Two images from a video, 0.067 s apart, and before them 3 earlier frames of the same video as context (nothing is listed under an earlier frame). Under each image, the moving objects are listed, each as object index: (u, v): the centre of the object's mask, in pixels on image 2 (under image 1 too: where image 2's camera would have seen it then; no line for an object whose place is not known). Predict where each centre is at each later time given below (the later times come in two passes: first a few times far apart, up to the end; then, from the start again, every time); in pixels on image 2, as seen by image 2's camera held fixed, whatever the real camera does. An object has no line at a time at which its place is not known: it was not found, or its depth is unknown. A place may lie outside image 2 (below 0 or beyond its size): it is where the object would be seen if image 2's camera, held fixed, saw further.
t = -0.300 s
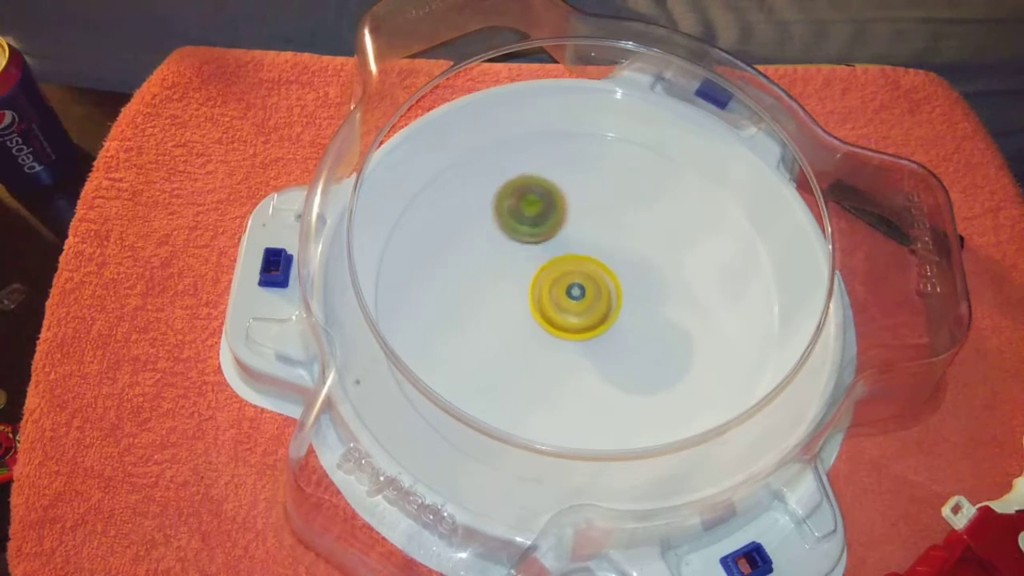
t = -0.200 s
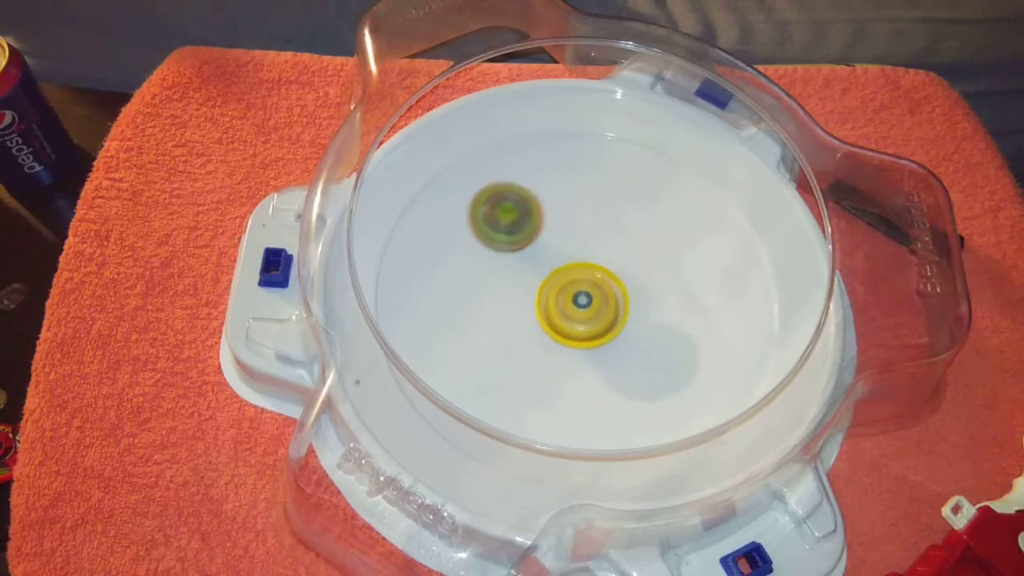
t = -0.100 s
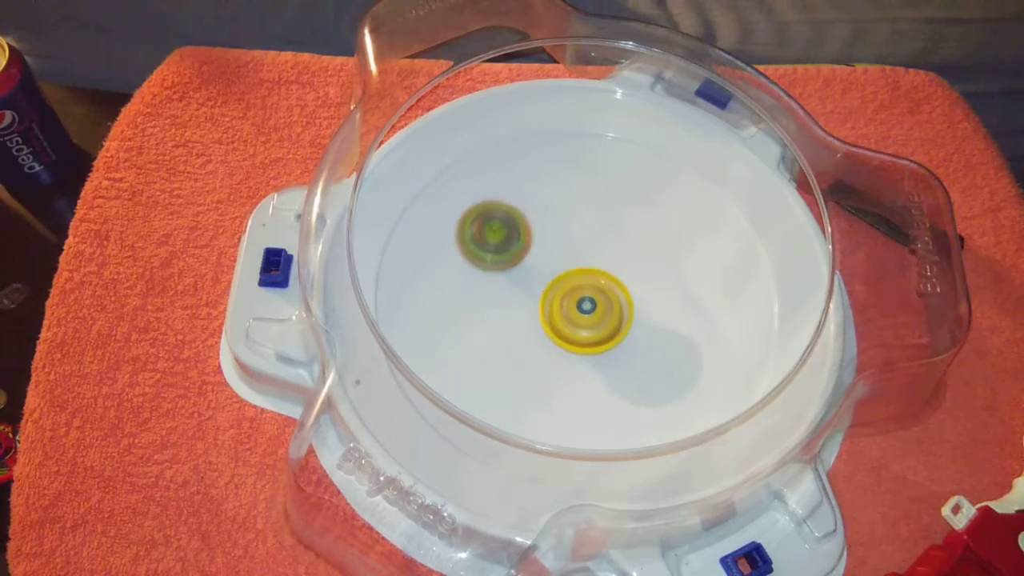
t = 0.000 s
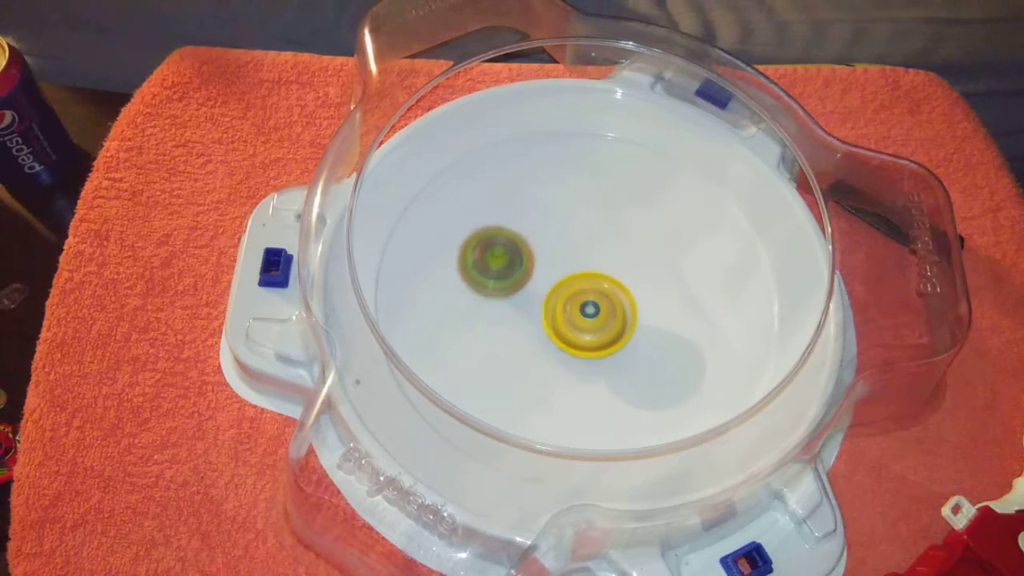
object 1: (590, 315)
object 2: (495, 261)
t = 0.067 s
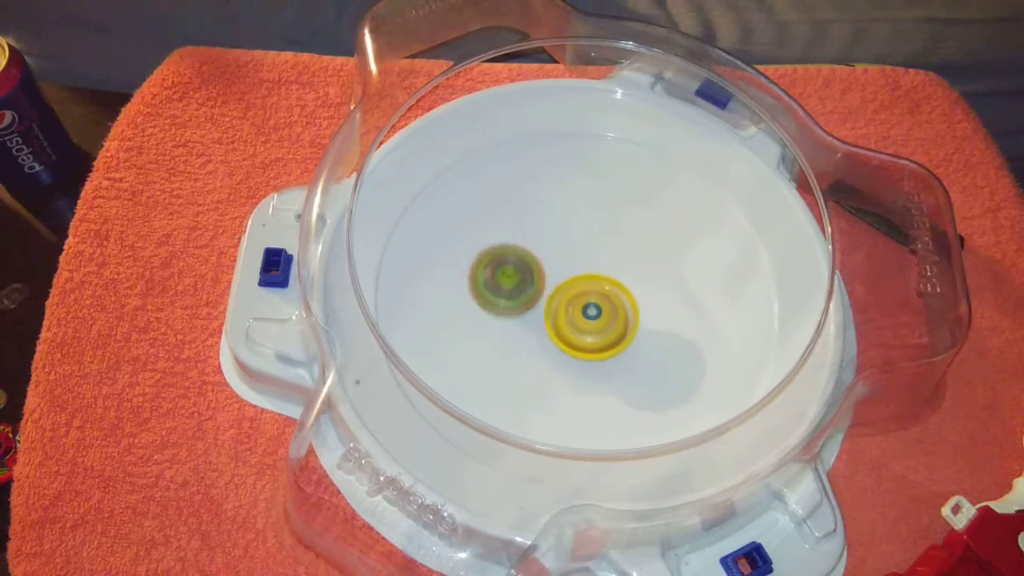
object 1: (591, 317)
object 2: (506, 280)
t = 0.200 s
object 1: (610, 323)
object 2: (520, 295)
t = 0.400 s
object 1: (626, 324)
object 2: (534, 298)
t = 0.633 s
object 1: (642, 321)
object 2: (544, 285)
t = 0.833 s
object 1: (646, 314)
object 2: (551, 270)
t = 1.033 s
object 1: (638, 306)
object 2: (562, 254)
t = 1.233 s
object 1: (625, 299)
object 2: (551, 244)
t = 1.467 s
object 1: (608, 294)
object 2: (540, 239)
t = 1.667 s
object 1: (601, 298)
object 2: (516, 231)
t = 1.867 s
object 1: (592, 298)
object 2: (516, 249)
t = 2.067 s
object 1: (598, 306)
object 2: (509, 254)
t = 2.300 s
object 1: (603, 309)
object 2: (516, 263)
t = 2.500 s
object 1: (606, 313)
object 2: (534, 264)
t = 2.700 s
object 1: (614, 319)
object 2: (543, 255)
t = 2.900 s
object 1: (613, 321)
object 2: (565, 250)
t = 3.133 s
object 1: (607, 320)
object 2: (580, 238)
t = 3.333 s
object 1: (598, 319)
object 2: (592, 228)
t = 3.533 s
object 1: (587, 313)
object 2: (595, 225)
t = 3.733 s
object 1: (579, 307)
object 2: (596, 231)
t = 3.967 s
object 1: (569, 304)
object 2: (600, 227)
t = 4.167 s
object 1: (564, 303)
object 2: (611, 225)
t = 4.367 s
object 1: (558, 301)
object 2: (614, 237)
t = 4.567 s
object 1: (557, 300)
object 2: (622, 248)
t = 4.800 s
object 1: (543, 308)
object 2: (655, 249)
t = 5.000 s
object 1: (544, 307)
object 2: (643, 274)
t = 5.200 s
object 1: (546, 303)
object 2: (640, 303)
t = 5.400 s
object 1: (552, 298)
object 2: (638, 325)
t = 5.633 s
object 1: (562, 288)
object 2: (631, 340)
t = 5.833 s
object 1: (571, 281)
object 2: (623, 351)
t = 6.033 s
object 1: (586, 276)
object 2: (606, 352)
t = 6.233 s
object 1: (597, 271)
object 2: (589, 358)
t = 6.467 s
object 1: (606, 275)
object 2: (558, 338)
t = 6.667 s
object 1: (607, 282)
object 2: (532, 320)
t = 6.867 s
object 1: (603, 288)
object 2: (511, 297)
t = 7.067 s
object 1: (596, 293)
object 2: (509, 269)
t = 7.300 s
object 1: (587, 295)
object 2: (517, 239)
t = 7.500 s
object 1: (583, 296)
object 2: (532, 219)
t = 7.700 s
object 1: (581, 299)
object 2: (561, 220)
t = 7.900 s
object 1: (579, 306)
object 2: (592, 218)
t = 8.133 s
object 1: (573, 308)
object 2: (630, 243)
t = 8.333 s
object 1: (569, 306)
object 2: (655, 262)
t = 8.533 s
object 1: (571, 299)
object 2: (660, 288)
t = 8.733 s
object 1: (572, 293)
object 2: (660, 313)
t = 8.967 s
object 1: (576, 284)
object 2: (645, 338)
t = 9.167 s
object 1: (581, 277)
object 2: (612, 356)
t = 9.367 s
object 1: (588, 277)
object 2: (569, 360)
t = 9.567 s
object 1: (593, 281)
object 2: (532, 347)
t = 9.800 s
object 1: (591, 289)
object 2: (509, 311)
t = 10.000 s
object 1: (587, 293)
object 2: (500, 277)
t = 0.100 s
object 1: (595, 318)
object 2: (512, 286)
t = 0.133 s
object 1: (601, 321)
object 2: (514, 290)
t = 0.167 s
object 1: (604, 322)
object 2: (519, 294)
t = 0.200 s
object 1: (610, 323)
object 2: (520, 295)
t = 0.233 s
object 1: (613, 323)
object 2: (521, 295)
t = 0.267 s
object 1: (615, 323)
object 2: (523, 296)
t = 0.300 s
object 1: (617, 323)
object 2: (527, 297)
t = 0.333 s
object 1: (619, 323)
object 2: (532, 299)
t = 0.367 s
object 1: (622, 324)
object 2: (534, 299)
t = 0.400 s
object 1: (626, 324)
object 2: (534, 298)
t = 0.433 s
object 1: (628, 323)
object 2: (535, 297)
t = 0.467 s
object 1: (630, 323)
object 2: (538, 297)
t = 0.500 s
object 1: (631, 323)
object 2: (542, 296)
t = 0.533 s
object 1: (632, 322)
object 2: (546, 296)
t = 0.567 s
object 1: (635, 322)
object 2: (548, 293)
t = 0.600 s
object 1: (639, 322)
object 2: (546, 289)
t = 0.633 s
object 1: (642, 321)
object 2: (544, 285)
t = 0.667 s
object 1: (644, 320)
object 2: (544, 281)
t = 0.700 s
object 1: (645, 319)
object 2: (545, 279)
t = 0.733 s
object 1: (646, 318)
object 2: (546, 276)
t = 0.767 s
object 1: (646, 317)
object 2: (547, 274)
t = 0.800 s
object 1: (646, 315)
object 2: (549, 272)
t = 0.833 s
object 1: (646, 314)
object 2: (551, 270)
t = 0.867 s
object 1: (645, 313)
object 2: (554, 268)
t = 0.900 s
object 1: (643, 311)
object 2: (556, 265)
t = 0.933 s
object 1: (642, 309)
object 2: (558, 263)
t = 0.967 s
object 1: (640, 308)
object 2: (561, 261)
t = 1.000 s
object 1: (638, 306)
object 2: (564, 259)
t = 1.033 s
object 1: (638, 306)
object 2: (562, 254)
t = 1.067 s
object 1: (637, 306)
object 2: (559, 250)
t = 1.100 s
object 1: (635, 304)
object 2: (557, 248)
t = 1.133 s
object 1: (633, 303)
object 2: (554, 246)
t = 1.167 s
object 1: (631, 302)
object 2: (552, 245)
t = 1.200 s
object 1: (628, 301)
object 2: (551, 244)
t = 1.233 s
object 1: (625, 299)
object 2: (551, 244)
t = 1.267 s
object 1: (622, 298)
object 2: (551, 244)
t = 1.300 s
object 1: (619, 297)
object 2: (551, 244)
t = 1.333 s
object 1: (619, 298)
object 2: (548, 242)
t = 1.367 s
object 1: (617, 297)
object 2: (545, 239)
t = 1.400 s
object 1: (614, 295)
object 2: (542, 239)
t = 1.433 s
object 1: (611, 295)
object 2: (541, 239)
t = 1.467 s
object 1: (608, 294)
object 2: (540, 239)
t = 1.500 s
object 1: (606, 295)
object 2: (539, 238)
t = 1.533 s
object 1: (608, 298)
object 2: (532, 232)
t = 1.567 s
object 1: (606, 298)
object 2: (526, 229)
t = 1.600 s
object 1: (605, 298)
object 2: (521, 228)
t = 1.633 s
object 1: (603, 298)
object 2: (518, 229)
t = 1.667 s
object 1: (601, 298)
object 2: (516, 231)
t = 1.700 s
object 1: (599, 297)
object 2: (515, 234)
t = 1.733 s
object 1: (597, 297)
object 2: (514, 237)
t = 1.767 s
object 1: (594, 297)
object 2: (515, 240)
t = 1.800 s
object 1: (592, 296)
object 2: (516, 244)
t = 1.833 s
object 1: (591, 296)
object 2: (518, 248)
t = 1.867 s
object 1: (592, 298)
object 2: (516, 249)
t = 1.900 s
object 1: (591, 298)
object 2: (515, 251)
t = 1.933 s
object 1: (590, 299)
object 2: (516, 253)
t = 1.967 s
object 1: (591, 300)
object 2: (515, 255)
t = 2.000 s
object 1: (591, 300)
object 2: (515, 256)
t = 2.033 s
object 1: (593, 303)
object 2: (514, 257)
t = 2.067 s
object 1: (598, 306)
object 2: (509, 254)
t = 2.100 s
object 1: (599, 306)
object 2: (507, 254)
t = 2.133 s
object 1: (600, 307)
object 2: (506, 254)
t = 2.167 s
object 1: (601, 307)
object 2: (506, 256)
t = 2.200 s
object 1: (601, 308)
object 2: (507, 257)
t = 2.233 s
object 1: (602, 309)
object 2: (510, 260)
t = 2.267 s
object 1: (602, 309)
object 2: (512, 261)
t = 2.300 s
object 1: (603, 309)
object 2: (516, 263)
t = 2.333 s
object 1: (603, 311)
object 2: (521, 265)
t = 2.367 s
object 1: (603, 311)
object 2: (526, 267)
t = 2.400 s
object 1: (605, 312)
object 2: (529, 266)
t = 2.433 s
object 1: (605, 312)
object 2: (531, 266)
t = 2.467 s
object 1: (606, 313)
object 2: (532, 265)
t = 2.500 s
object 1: (606, 313)
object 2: (534, 264)
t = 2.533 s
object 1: (609, 316)
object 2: (534, 261)
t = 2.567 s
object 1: (611, 317)
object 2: (534, 259)
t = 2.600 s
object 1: (612, 318)
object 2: (536, 258)
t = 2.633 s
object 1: (613, 318)
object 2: (538, 257)
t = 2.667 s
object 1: (614, 319)
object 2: (540, 256)
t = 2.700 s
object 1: (614, 319)
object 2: (543, 255)
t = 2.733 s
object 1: (614, 319)
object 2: (547, 254)
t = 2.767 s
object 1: (614, 320)
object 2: (550, 254)
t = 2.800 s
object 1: (614, 320)
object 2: (555, 253)
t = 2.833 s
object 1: (614, 320)
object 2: (559, 253)
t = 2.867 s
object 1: (613, 320)
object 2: (563, 253)
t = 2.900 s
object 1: (613, 321)
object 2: (565, 250)
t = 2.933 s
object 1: (613, 322)
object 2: (566, 246)
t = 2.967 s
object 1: (613, 321)
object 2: (567, 244)
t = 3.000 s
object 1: (612, 322)
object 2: (569, 242)
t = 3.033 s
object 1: (611, 321)
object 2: (571, 241)
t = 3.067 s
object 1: (610, 321)
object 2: (574, 240)
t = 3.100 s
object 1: (608, 320)
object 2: (577, 239)
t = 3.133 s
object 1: (607, 320)
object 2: (580, 238)
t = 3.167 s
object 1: (606, 319)
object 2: (582, 238)
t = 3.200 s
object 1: (604, 318)
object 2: (585, 238)
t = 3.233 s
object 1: (603, 317)
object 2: (587, 238)
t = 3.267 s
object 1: (601, 316)
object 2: (590, 237)
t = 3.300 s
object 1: (598, 319)
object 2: (592, 232)
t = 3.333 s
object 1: (598, 319)
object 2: (592, 228)
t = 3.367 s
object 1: (596, 319)
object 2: (593, 226)
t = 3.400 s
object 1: (595, 317)
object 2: (594, 225)
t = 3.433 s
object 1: (593, 317)
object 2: (594, 225)
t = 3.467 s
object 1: (591, 315)
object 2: (595, 225)
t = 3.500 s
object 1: (589, 314)
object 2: (595, 225)
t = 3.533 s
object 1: (587, 313)
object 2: (595, 225)
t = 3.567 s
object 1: (586, 311)
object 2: (595, 227)
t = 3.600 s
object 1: (584, 310)
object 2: (594, 229)
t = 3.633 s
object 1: (583, 309)
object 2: (594, 231)
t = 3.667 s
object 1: (581, 310)
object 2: (595, 229)
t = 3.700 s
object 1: (581, 309)
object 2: (595, 230)
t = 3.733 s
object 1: (579, 307)
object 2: (596, 231)
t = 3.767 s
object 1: (578, 309)
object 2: (597, 229)
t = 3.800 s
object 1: (576, 308)
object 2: (598, 227)
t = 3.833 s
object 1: (576, 307)
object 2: (598, 227)
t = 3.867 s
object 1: (574, 305)
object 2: (599, 227)
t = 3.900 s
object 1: (573, 304)
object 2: (598, 228)
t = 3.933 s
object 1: (571, 304)
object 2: (599, 229)
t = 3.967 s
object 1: (569, 304)
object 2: (600, 227)
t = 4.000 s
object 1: (569, 304)
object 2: (601, 228)
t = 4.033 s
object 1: (568, 303)
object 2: (601, 229)
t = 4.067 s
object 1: (567, 303)
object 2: (602, 230)
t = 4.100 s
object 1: (565, 304)
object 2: (606, 227)
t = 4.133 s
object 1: (565, 303)
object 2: (609, 226)
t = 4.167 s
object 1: (564, 303)
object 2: (611, 225)
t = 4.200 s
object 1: (563, 302)
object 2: (611, 227)
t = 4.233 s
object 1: (562, 302)
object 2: (611, 229)
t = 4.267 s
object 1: (561, 301)
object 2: (611, 231)
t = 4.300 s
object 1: (561, 300)
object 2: (610, 235)
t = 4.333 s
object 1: (560, 300)
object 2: (610, 237)
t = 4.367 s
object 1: (558, 301)
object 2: (614, 237)
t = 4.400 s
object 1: (558, 302)
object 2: (617, 237)
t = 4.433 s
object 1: (558, 302)
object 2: (619, 239)
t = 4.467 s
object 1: (558, 301)
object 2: (620, 240)
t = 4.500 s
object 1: (557, 301)
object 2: (620, 243)
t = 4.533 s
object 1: (557, 300)
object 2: (621, 245)
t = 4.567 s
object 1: (557, 300)
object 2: (622, 248)
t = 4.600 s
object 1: (551, 303)
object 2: (629, 248)
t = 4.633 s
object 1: (546, 306)
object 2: (639, 245)
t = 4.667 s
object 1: (545, 307)
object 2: (646, 244)
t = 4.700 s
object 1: (544, 308)
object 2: (651, 244)
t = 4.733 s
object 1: (543, 308)
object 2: (654, 245)
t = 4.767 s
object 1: (543, 308)
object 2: (655, 247)
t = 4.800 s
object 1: (543, 308)
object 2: (655, 249)
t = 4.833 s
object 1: (543, 308)
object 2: (654, 252)
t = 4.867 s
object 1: (542, 308)
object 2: (653, 256)
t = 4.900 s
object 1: (542, 308)
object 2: (651, 260)
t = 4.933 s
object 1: (543, 308)
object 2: (649, 264)
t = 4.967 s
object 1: (543, 308)
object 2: (646, 269)
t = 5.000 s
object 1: (544, 307)
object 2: (643, 274)
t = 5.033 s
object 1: (545, 307)
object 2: (640, 279)
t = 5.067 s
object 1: (546, 306)
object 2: (637, 285)
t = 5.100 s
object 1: (548, 305)
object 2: (634, 290)
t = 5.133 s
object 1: (545, 304)
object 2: (636, 294)
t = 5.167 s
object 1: (545, 303)
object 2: (639, 299)
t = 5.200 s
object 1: (546, 303)
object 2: (640, 303)
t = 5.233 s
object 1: (546, 302)
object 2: (640, 308)
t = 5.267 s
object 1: (547, 301)
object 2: (640, 312)
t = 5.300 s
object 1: (549, 301)
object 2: (640, 316)
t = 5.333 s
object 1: (550, 299)
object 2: (640, 319)
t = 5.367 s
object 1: (551, 299)
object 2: (639, 322)
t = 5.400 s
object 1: (552, 298)
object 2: (638, 325)
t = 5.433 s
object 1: (553, 296)
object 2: (640, 328)
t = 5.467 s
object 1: (554, 295)
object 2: (641, 331)
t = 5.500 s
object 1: (556, 295)
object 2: (641, 334)
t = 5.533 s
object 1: (557, 293)
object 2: (640, 335)
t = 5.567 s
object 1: (560, 292)
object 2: (637, 336)
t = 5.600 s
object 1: (561, 291)
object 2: (634, 338)
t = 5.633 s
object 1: (562, 288)
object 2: (631, 340)
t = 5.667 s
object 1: (564, 288)
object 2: (629, 341)
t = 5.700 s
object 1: (565, 286)
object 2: (628, 343)
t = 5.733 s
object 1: (567, 285)
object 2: (626, 344)
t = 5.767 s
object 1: (567, 283)
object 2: (626, 346)
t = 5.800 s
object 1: (569, 281)
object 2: (625, 349)
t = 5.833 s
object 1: (571, 281)
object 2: (623, 351)
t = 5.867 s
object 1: (573, 280)
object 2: (621, 352)
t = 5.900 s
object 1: (576, 279)
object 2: (618, 353)
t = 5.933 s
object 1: (578, 279)
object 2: (615, 353)
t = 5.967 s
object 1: (581, 278)
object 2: (612, 353)
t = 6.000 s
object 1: (583, 278)
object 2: (609, 352)
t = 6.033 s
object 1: (586, 276)
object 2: (606, 352)
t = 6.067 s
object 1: (588, 272)
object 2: (604, 357)
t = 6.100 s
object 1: (590, 271)
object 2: (602, 360)
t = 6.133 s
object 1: (591, 271)
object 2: (599, 361)
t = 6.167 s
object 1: (593, 271)
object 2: (596, 361)
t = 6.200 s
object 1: (595, 271)
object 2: (593, 360)
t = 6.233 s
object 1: (597, 271)
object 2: (589, 358)
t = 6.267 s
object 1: (599, 271)
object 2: (586, 356)
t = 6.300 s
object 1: (601, 272)
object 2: (582, 353)
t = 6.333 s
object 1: (602, 272)
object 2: (578, 350)
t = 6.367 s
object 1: (603, 273)
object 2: (574, 346)
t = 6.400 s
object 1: (604, 274)
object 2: (569, 343)
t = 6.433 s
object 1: (606, 274)
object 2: (564, 341)
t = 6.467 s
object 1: (606, 275)
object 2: (558, 338)
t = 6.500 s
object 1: (606, 276)
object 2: (553, 336)
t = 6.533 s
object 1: (607, 277)
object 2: (548, 333)
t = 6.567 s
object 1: (607, 278)
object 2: (543, 330)
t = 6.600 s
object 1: (607, 279)
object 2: (539, 327)
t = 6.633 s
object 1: (607, 281)
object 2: (535, 323)
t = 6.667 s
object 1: (607, 282)
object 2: (532, 320)
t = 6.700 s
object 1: (607, 283)
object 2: (529, 316)
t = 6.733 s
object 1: (606, 285)
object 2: (526, 312)
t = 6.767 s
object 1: (605, 285)
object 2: (521, 308)
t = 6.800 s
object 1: (606, 286)
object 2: (517, 305)
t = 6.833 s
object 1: (604, 287)
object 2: (513, 301)
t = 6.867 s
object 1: (603, 288)
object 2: (511, 297)
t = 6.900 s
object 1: (603, 290)
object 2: (509, 293)
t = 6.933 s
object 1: (602, 290)
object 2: (508, 289)
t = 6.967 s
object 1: (602, 291)
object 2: (508, 284)
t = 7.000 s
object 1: (600, 292)
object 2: (507, 279)
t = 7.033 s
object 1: (597, 292)
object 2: (508, 274)
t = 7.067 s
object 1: (596, 293)
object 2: (509, 269)
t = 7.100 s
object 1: (595, 294)
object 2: (510, 265)
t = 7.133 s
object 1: (593, 293)
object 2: (512, 260)
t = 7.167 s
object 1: (593, 293)
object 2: (512, 254)
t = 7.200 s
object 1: (590, 294)
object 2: (512, 249)
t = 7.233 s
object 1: (588, 294)
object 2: (513, 245)
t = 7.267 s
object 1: (588, 294)
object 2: (515, 242)
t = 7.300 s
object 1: (587, 295)
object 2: (517, 239)
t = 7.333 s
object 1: (585, 293)
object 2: (520, 236)
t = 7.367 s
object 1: (584, 293)
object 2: (523, 234)
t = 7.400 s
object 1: (583, 295)
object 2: (526, 232)
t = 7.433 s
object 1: (583, 297)
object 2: (528, 226)
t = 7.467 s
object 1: (583, 297)
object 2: (530, 222)
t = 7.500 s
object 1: (583, 296)
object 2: (532, 219)
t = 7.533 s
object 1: (583, 298)
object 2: (536, 217)
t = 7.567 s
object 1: (581, 298)
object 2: (539, 216)
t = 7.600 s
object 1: (581, 298)
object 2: (544, 216)
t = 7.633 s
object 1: (581, 300)
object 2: (550, 217)
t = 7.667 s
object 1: (580, 299)
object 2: (555, 218)
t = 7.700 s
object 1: (581, 299)
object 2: (561, 220)
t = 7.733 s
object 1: (581, 301)
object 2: (567, 221)
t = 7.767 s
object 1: (579, 303)
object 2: (573, 219)
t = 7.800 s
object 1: (579, 304)
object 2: (578, 216)
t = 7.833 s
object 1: (579, 306)
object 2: (583, 215)
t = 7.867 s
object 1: (578, 306)
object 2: (587, 216)
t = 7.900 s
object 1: (579, 306)
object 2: (592, 218)
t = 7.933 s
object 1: (578, 307)
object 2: (597, 221)
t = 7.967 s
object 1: (578, 307)
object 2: (602, 225)
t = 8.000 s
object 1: (578, 308)
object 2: (607, 229)
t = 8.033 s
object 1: (577, 308)
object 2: (613, 233)
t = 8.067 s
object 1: (577, 307)
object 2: (618, 237)
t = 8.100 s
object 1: (576, 308)
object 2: (623, 242)
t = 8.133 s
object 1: (573, 308)
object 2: (630, 243)
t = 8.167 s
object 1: (573, 308)
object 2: (635, 246)
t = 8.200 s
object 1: (573, 308)
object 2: (640, 249)
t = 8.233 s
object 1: (571, 307)
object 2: (645, 252)
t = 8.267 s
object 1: (571, 306)
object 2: (649, 255)
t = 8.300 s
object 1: (570, 307)
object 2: (652, 259)
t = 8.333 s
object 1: (569, 306)
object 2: (655, 262)
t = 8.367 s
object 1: (570, 305)
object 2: (657, 266)
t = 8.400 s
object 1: (570, 305)
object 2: (659, 270)
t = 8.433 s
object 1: (570, 303)
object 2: (660, 274)
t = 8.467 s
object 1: (571, 302)
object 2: (660, 279)
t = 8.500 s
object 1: (571, 301)
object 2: (660, 284)
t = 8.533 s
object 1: (571, 299)
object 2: (660, 288)
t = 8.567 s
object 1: (571, 298)
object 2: (660, 294)
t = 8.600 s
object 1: (571, 298)
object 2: (660, 298)
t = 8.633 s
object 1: (571, 296)
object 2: (660, 302)
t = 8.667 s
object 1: (571, 295)
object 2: (661, 305)
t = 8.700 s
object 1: (572, 294)
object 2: (661, 309)
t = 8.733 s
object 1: (572, 293)
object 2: (660, 313)
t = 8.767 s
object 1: (573, 292)
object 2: (658, 317)
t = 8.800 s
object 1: (573, 290)
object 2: (657, 321)
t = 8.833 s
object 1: (572, 288)
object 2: (658, 325)
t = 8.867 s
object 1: (574, 287)
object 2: (657, 329)
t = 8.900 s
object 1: (574, 287)
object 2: (654, 332)
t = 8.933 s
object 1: (574, 285)
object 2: (650, 335)
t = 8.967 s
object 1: (576, 284)
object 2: (645, 338)
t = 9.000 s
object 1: (577, 284)
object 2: (639, 340)
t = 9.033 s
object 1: (578, 282)
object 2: (633, 343)
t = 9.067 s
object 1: (578, 279)
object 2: (629, 348)
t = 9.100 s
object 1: (580, 279)
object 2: (624, 352)
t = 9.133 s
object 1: (580, 279)
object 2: (619, 354)
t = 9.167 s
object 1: (581, 277)
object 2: (612, 356)
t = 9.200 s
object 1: (583, 276)
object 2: (605, 358)
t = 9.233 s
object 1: (583, 277)
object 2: (597, 359)
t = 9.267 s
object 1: (584, 276)
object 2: (590, 360)
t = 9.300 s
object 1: (586, 276)
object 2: (583, 361)
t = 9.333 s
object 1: (587, 277)
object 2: (576, 361)
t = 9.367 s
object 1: (588, 277)
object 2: (569, 360)
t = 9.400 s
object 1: (589, 277)
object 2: (563, 359)
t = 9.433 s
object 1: (591, 278)
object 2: (556, 358)
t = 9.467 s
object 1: (591, 279)
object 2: (549, 356)
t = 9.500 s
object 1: (591, 279)
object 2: (543, 353)
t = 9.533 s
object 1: (593, 280)
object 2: (537, 350)
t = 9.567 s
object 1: (593, 281)
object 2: (532, 347)
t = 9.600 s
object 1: (592, 282)
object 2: (527, 342)
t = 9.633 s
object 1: (593, 283)
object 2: (523, 338)
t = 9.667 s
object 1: (593, 285)
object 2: (519, 333)
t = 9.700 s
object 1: (591, 286)
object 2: (516, 328)
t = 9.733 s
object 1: (592, 287)
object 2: (514, 322)
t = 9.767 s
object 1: (592, 288)
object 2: (512, 317)
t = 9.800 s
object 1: (591, 289)
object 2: (509, 311)
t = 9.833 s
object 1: (592, 289)
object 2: (505, 306)
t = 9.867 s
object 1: (591, 291)
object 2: (503, 300)
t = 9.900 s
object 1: (590, 291)
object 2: (501, 294)
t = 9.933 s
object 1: (590, 290)
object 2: (500, 289)
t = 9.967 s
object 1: (589, 292)
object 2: (500, 283)
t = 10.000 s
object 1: (587, 293)
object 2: (500, 277)
